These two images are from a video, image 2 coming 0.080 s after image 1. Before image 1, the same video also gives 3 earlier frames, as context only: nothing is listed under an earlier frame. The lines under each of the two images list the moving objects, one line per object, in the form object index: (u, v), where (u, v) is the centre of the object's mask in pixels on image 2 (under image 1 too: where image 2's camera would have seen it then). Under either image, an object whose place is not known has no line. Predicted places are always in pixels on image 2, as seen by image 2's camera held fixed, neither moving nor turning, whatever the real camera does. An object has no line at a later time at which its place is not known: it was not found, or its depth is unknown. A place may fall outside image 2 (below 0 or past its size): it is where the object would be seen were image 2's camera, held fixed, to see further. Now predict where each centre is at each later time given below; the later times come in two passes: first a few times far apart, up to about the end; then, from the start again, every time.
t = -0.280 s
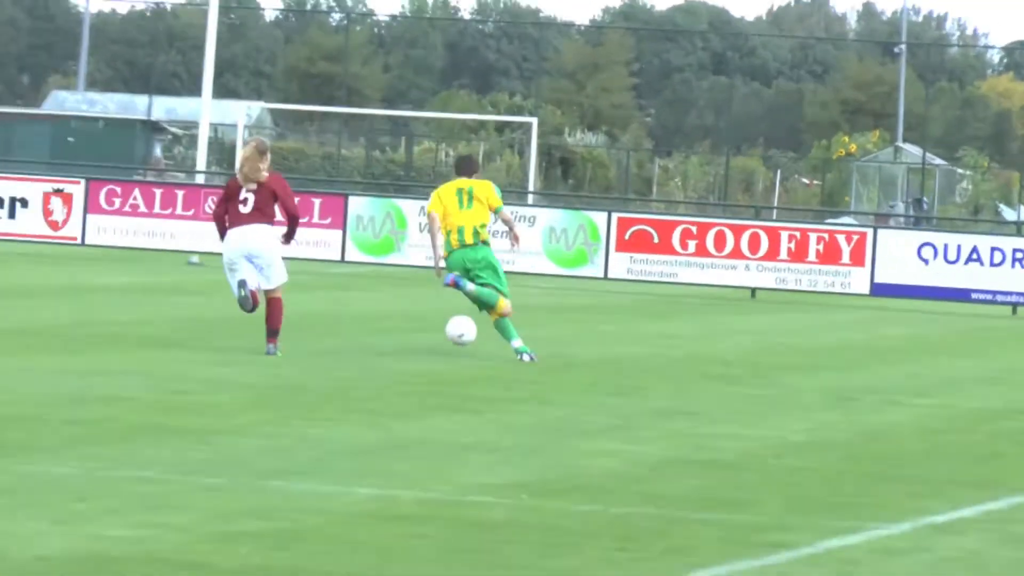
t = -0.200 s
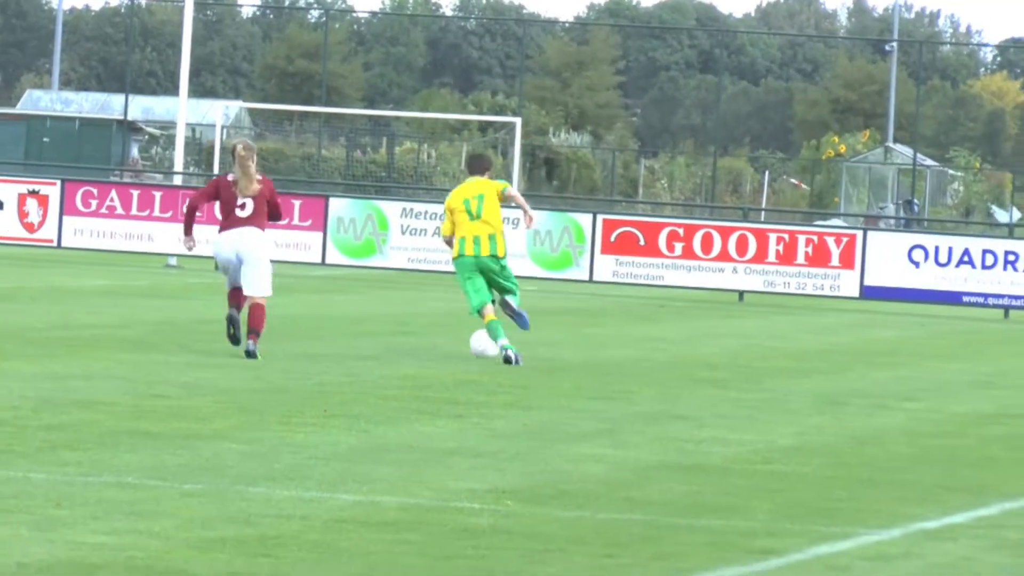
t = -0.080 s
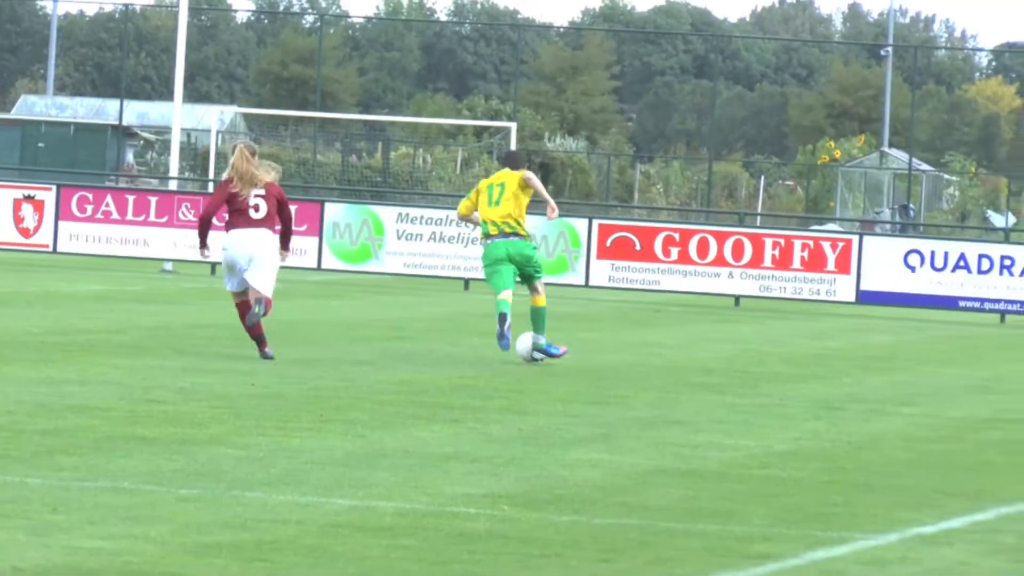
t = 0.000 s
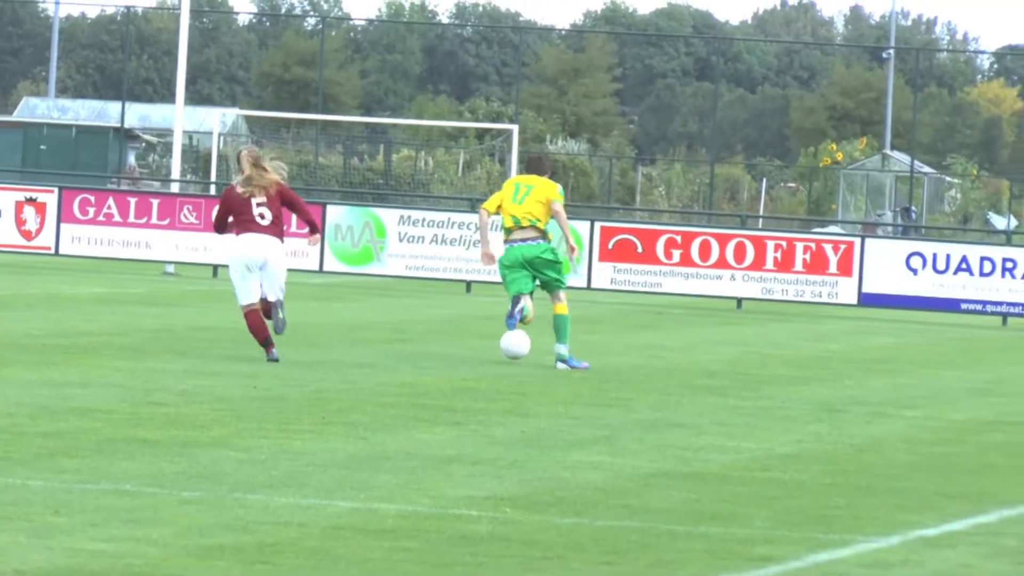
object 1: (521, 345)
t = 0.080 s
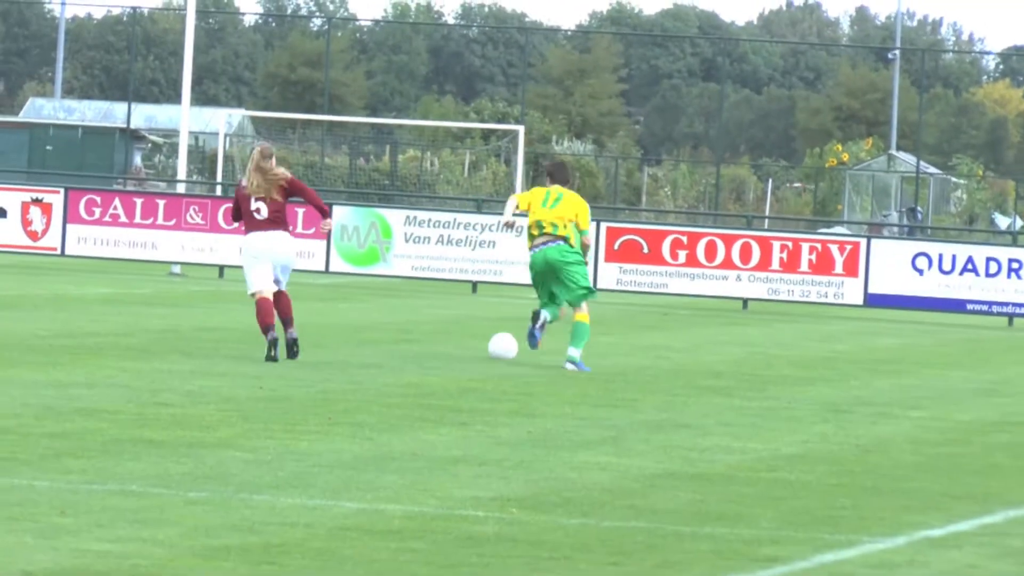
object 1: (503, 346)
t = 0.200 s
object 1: (486, 338)
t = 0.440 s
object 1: (464, 336)
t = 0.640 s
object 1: (458, 333)
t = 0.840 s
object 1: (459, 328)
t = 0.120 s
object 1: (496, 345)
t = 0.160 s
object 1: (491, 341)
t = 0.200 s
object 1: (486, 338)
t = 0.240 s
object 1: (482, 337)
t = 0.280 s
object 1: (476, 339)
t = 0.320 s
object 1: (471, 341)
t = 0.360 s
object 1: (468, 339)
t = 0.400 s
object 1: (466, 337)
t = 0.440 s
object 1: (464, 336)
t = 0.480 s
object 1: (461, 336)
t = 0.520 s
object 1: (460, 336)
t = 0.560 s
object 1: (459, 334)
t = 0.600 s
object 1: (458, 333)
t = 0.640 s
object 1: (458, 333)
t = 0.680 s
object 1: (457, 331)
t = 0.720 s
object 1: (458, 331)
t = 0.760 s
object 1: (457, 330)
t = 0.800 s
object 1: (458, 330)
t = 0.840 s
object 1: (459, 328)
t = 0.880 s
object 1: (459, 328)
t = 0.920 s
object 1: (460, 329)
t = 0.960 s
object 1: (461, 328)
